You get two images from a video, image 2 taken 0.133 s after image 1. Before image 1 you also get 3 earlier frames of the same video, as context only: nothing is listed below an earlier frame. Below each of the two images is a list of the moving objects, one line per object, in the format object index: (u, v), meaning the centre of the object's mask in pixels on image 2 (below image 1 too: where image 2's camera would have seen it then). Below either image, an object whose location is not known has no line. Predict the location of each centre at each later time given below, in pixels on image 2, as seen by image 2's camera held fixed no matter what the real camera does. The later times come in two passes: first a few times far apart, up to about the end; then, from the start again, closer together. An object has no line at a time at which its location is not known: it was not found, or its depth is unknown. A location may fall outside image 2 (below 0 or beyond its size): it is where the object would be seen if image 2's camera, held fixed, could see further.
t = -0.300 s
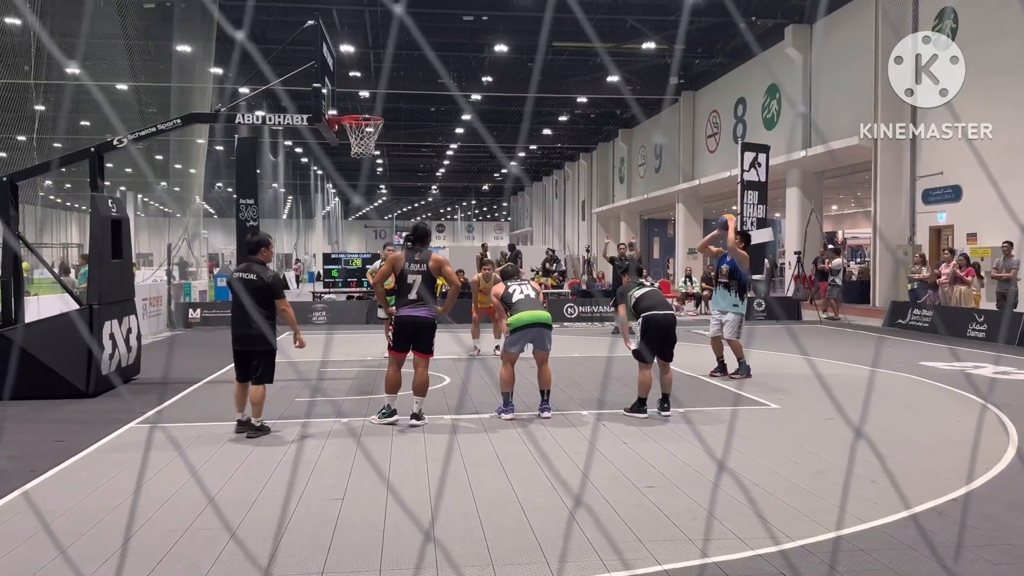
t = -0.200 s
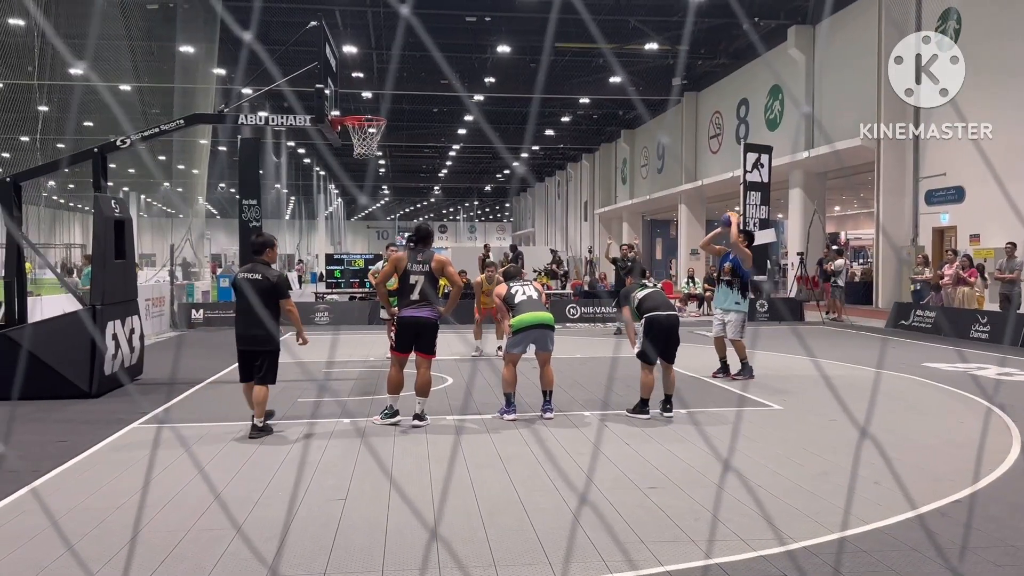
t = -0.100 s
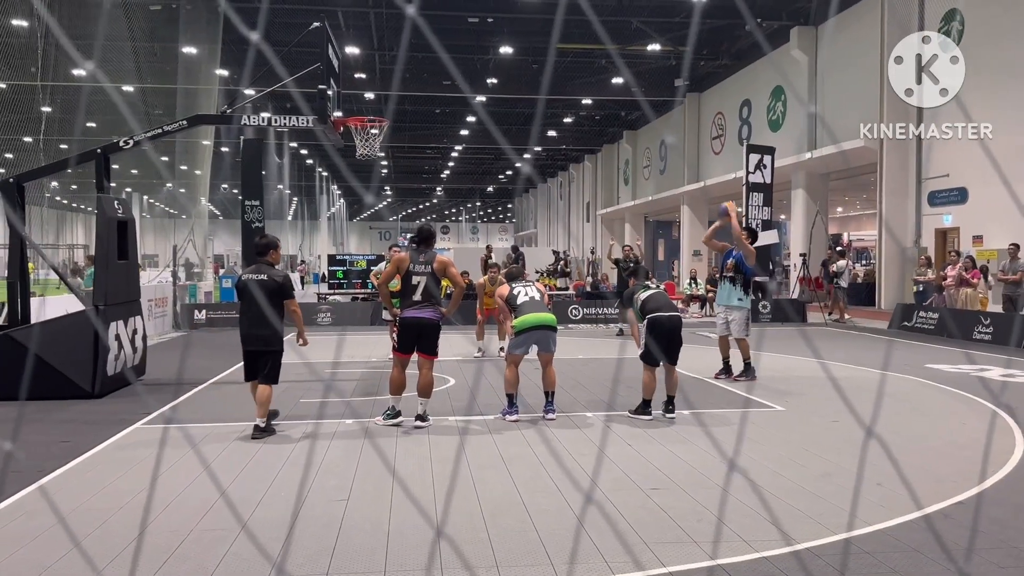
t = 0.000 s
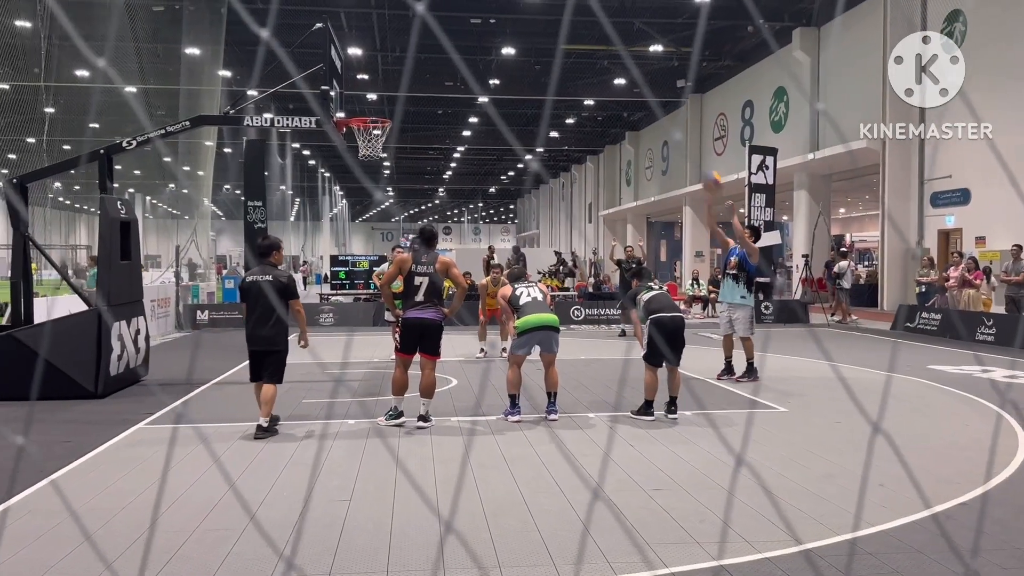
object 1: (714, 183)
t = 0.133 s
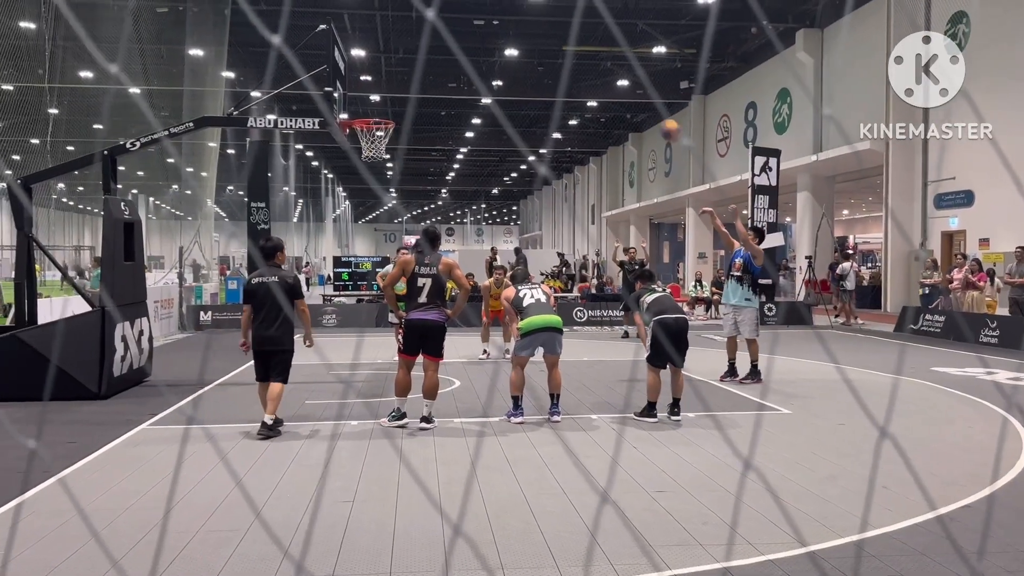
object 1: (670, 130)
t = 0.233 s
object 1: (639, 101)
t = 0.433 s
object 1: (575, 65)
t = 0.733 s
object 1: (477, 71)
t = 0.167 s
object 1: (660, 119)
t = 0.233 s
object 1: (639, 101)
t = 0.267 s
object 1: (629, 92)
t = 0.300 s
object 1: (618, 84)
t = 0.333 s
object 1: (608, 79)
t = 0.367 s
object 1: (597, 74)
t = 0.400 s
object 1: (586, 69)
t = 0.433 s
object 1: (575, 65)
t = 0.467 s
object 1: (564, 62)
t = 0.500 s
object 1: (553, 60)
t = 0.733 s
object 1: (477, 71)
